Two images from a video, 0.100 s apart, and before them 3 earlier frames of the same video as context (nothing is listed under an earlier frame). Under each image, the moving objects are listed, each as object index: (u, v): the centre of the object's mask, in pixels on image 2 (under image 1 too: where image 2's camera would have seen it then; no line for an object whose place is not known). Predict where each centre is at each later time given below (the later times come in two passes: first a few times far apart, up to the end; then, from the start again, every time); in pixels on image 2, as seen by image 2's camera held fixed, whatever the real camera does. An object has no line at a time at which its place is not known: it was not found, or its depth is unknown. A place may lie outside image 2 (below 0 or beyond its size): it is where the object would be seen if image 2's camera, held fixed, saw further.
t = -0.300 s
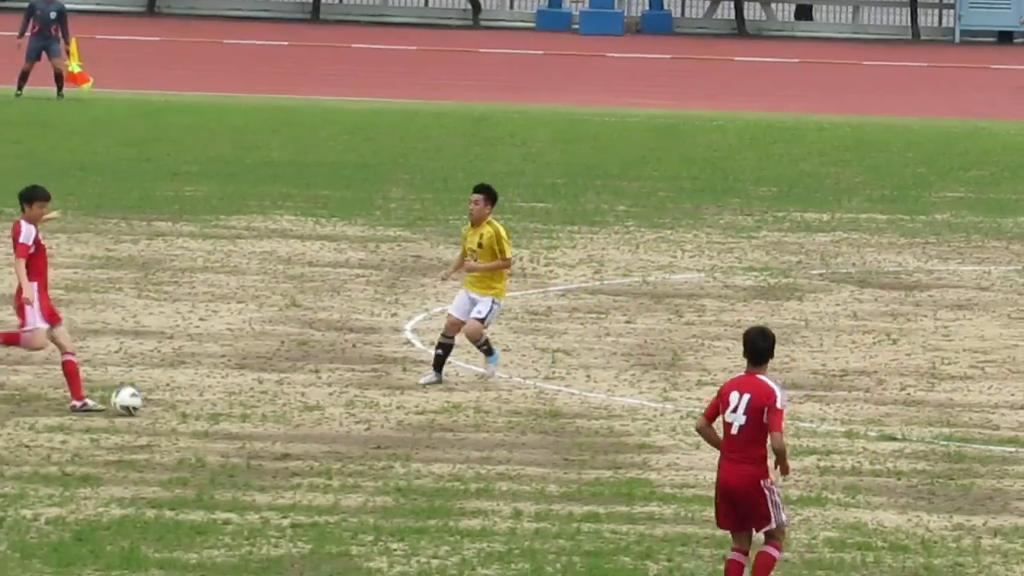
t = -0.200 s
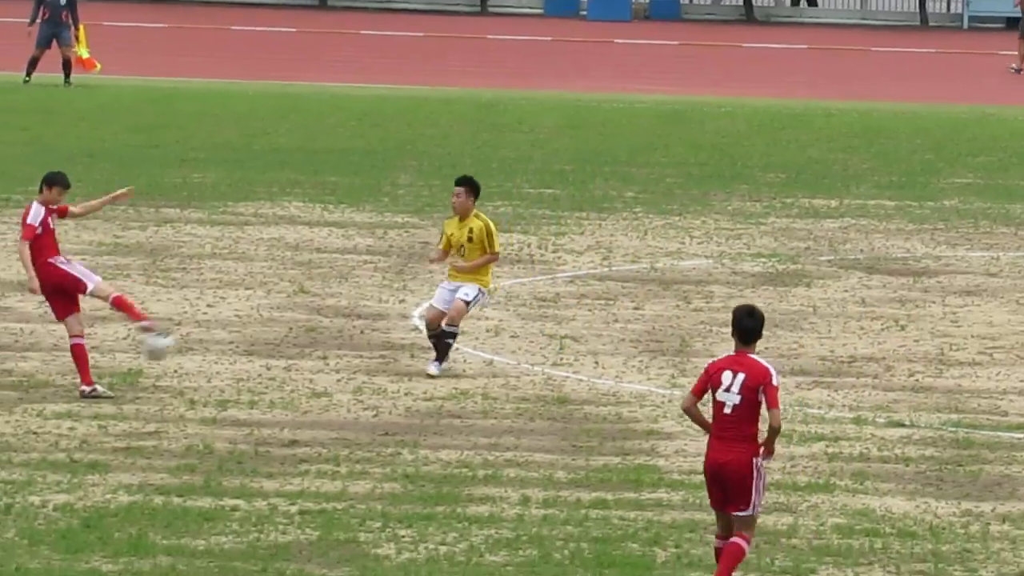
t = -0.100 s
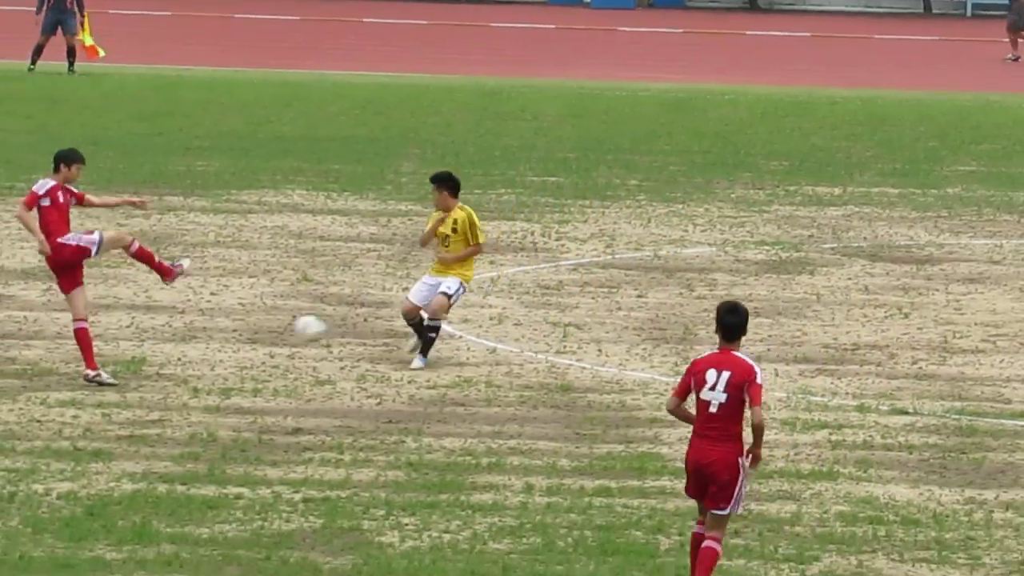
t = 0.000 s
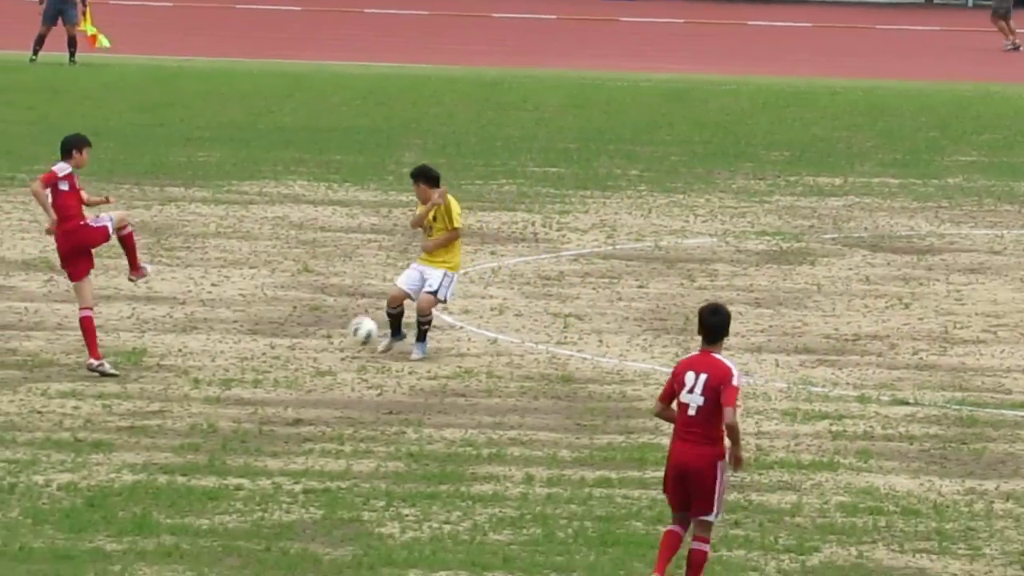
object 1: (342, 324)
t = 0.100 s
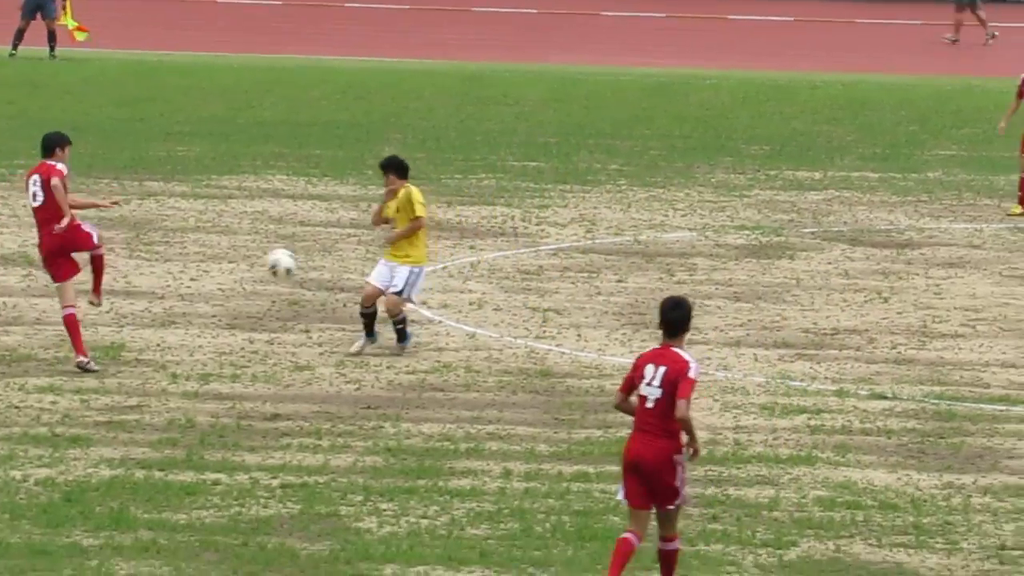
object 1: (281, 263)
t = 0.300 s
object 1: (154, 178)
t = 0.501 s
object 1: (21, 151)
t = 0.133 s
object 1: (261, 245)
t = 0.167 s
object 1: (239, 226)
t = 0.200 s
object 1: (218, 214)
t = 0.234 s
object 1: (197, 201)
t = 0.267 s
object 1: (174, 189)
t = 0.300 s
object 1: (154, 178)
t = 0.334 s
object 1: (133, 169)
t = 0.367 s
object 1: (111, 164)
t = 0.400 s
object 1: (89, 158)
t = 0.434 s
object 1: (64, 153)
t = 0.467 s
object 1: (42, 153)
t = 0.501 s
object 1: (21, 151)
